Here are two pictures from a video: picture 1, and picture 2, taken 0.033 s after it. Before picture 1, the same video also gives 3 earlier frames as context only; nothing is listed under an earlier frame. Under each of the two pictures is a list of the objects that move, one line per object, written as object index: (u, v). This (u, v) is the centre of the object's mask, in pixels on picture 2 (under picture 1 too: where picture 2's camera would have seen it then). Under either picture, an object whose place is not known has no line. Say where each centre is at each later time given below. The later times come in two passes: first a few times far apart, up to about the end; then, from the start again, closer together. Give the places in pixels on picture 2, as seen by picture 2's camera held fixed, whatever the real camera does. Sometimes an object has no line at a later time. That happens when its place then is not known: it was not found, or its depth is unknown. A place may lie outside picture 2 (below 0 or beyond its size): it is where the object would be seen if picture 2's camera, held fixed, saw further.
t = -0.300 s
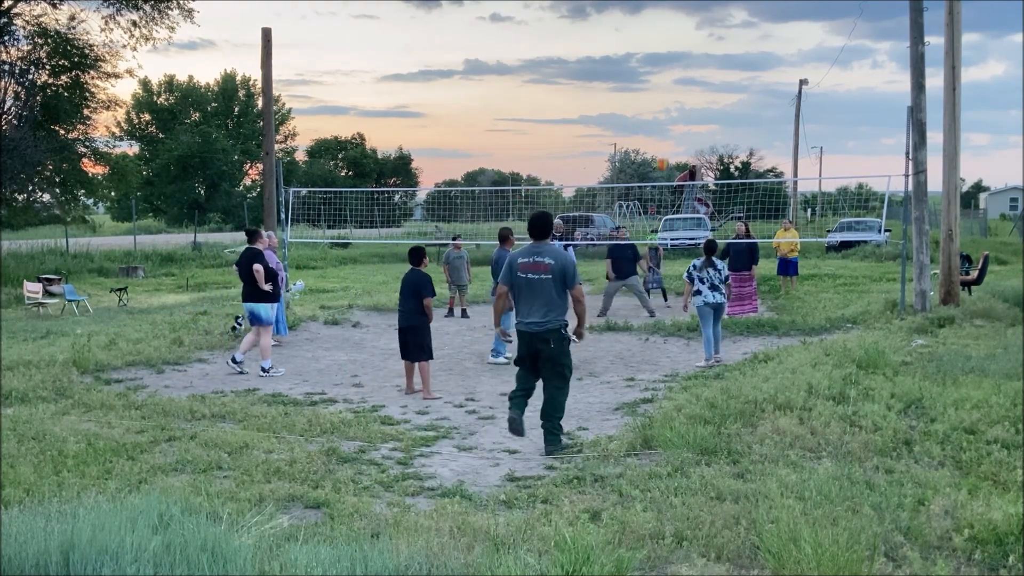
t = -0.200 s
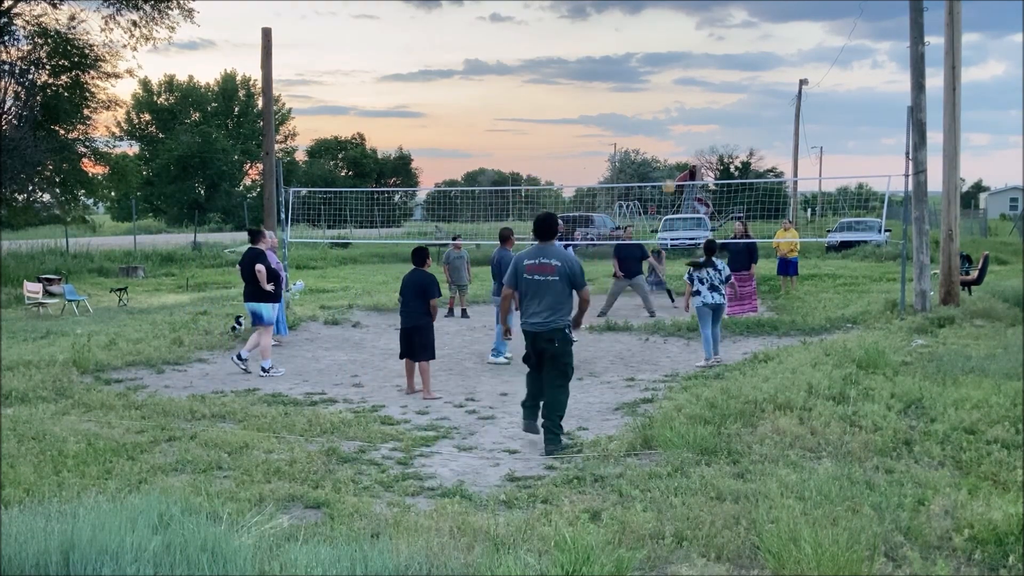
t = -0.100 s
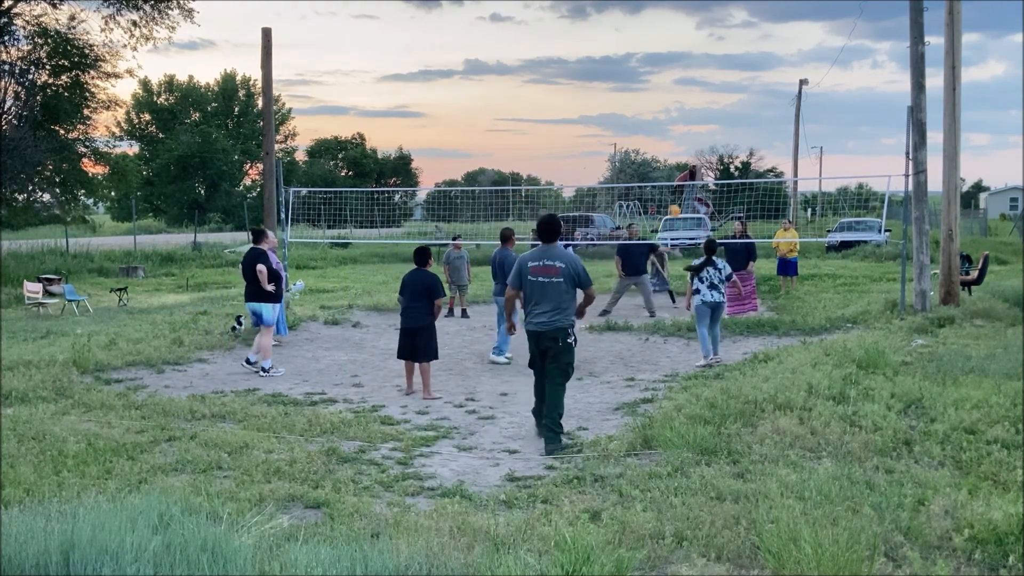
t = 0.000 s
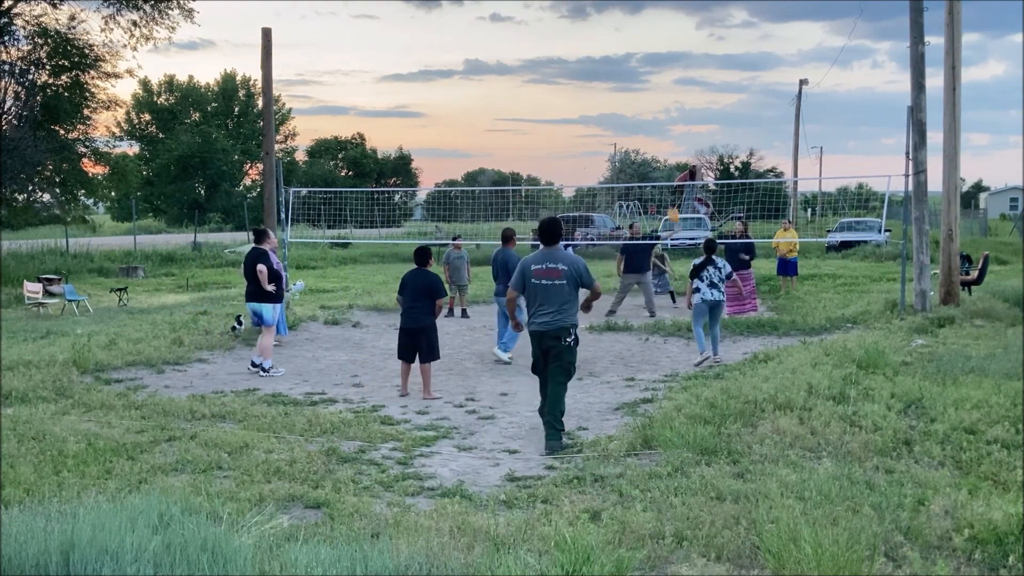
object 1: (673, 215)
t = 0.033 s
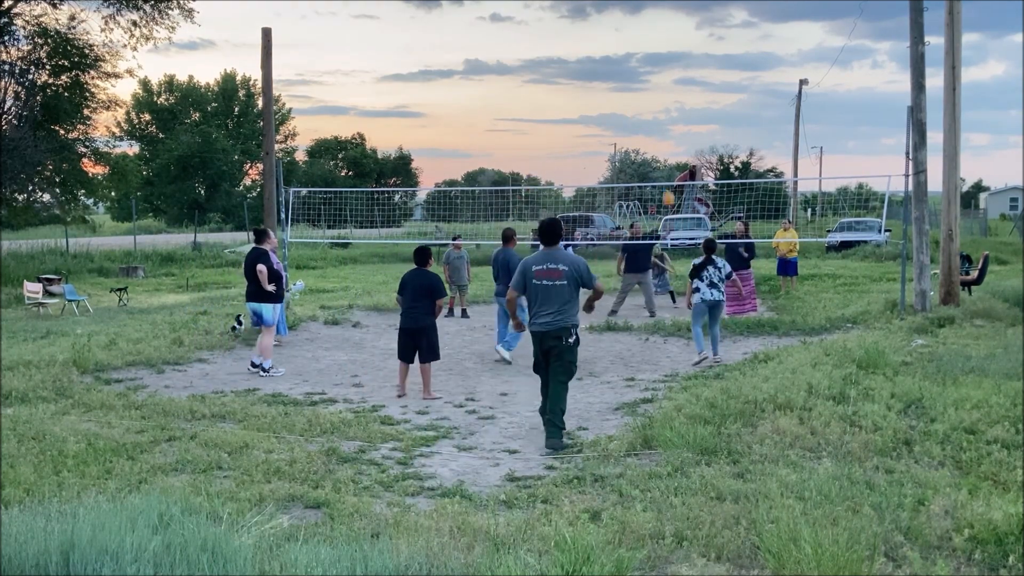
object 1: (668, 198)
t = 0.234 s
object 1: (644, 117)
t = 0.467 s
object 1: (616, 54)
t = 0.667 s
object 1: (593, 26)
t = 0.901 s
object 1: (569, 20)
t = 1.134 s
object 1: (547, 40)
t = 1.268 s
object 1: (535, 62)
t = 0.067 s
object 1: (664, 181)
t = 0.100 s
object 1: (660, 167)
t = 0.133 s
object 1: (656, 155)
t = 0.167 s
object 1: (652, 142)
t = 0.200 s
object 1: (648, 130)
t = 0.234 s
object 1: (644, 117)
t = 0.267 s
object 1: (640, 106)
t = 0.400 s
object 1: (624, 69)
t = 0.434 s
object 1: (620, 61)
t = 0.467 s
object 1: (616, 54)
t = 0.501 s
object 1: (612, 48)
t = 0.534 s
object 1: (608, 42)
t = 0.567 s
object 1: (604, 37)
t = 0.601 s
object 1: (601, 33)
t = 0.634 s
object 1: (597, 29)
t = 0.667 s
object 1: (593, 26)
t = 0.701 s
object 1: (590, 23)
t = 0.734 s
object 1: (586, 21)
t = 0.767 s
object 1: (582, 20)
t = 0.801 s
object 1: (579, 19)
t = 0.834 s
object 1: (576, 19)
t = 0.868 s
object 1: (572, 19)
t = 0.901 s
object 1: (569, 20)
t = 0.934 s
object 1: (566, 20)
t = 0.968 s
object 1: (562, 22)
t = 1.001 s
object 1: (559, 25)
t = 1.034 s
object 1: (556, 28)
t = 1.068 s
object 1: (552, 32)
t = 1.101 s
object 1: (550, 36)
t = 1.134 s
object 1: (547, 40)
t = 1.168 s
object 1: (543, 45)
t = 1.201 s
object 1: (540, 50)
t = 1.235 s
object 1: (537, 56)
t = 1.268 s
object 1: (535, 62)
